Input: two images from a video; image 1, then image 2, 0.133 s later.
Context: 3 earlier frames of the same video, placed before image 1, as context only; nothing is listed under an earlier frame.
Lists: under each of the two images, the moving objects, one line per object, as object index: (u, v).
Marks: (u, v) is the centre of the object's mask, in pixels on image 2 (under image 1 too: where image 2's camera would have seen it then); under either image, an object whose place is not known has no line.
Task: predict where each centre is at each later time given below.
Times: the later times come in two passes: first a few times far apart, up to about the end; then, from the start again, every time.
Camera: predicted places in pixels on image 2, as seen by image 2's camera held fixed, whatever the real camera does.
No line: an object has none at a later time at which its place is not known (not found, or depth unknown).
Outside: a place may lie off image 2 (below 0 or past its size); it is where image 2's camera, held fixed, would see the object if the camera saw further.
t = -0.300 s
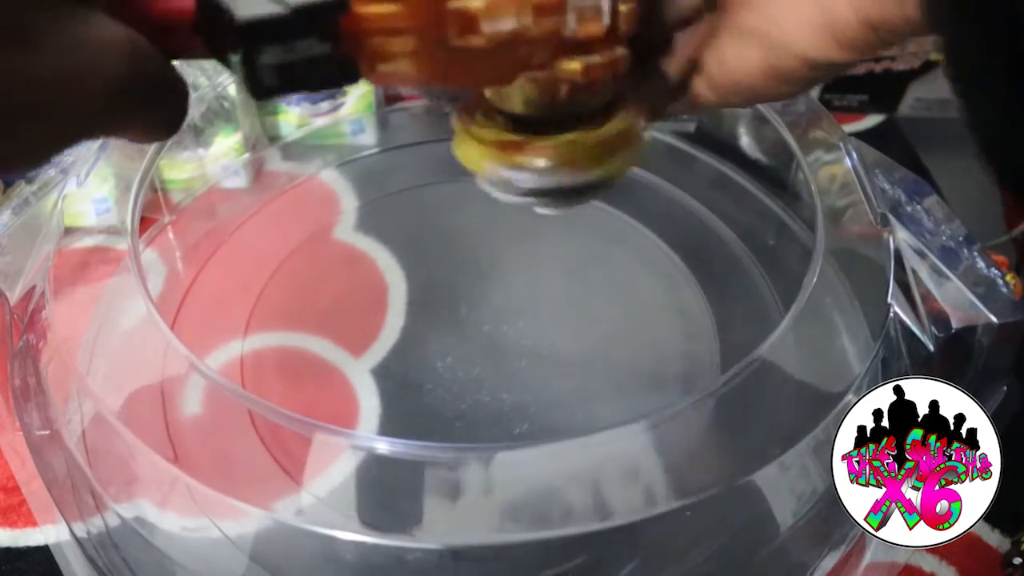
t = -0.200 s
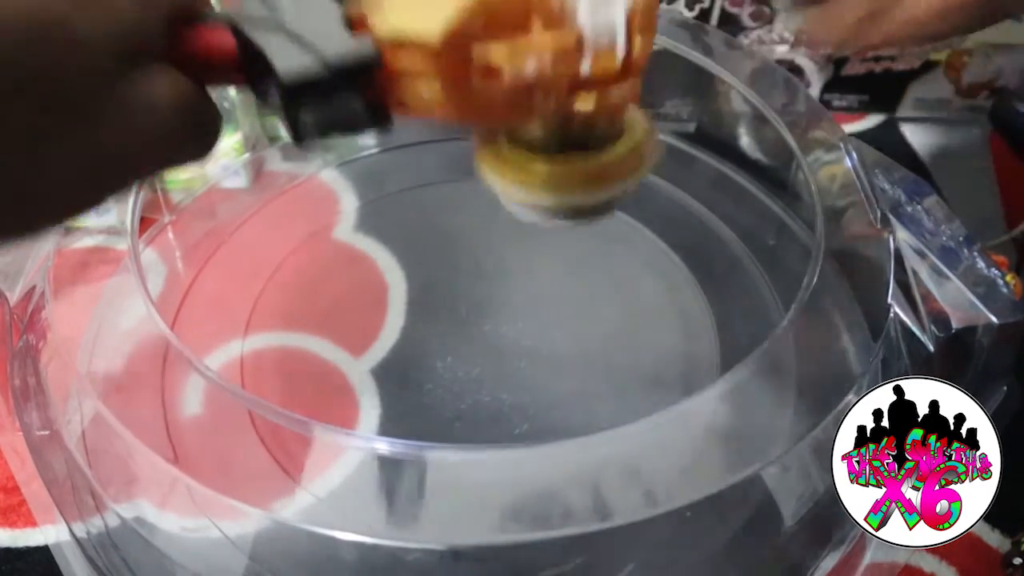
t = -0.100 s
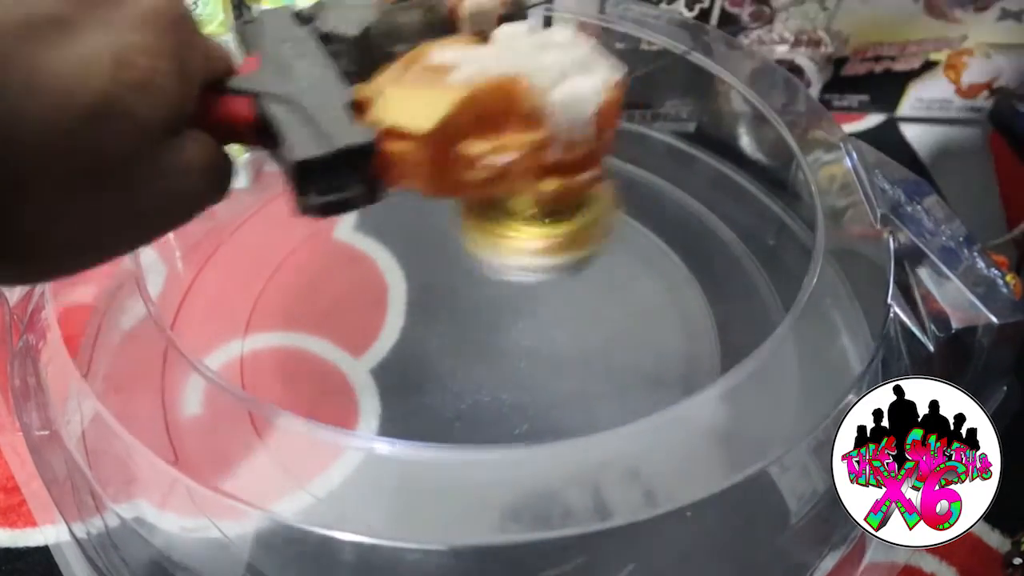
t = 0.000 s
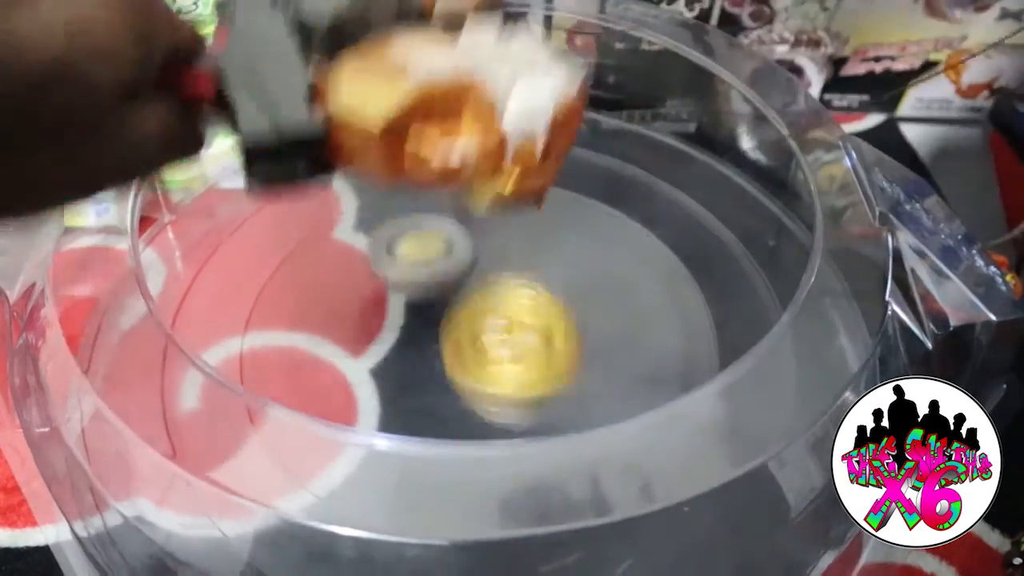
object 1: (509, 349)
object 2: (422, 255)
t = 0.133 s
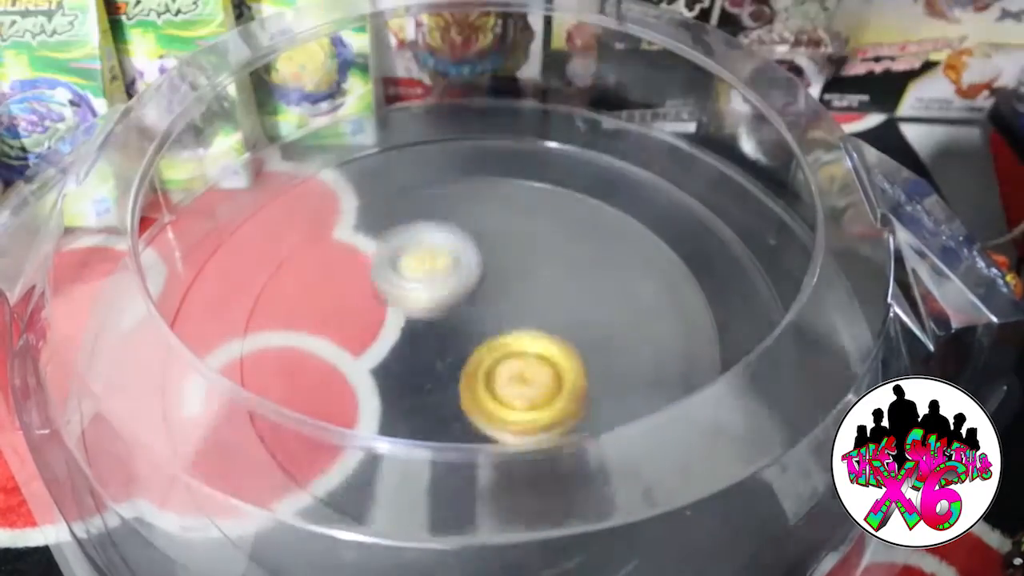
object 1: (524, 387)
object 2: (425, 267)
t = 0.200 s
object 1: (522, 381)
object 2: (434, 301)
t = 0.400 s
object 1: (598, 355)
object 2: (372, 277)
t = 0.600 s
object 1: (507, 291)
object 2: (340, 328)
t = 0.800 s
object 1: (388, 323)
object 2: (410, 426)
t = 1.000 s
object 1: (454, 349)
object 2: (594, 348)
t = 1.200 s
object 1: (493, 354)
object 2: (591, 191)
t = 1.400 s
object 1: (468, 335)
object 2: (410, 158)
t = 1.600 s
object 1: (469, 350)
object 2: (261, 263)
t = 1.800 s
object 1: (461, 331)
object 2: (368, 434)
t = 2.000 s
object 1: (453, 340)
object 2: (634, 366)
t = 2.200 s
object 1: (461, 329)
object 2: (618, 201)
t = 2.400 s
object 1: (452, 329)
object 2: (470, 132)
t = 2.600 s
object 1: (453, 325)
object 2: (422, 117)
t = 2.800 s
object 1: (457, 322)
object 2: (400, 135)
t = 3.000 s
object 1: (460, 316)
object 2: (392, 185)
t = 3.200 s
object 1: (484, 317)
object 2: (358, 349)
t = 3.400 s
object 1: (474, 297)
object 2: (562, 439)
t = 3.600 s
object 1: (480, 326)
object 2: (705, 309)
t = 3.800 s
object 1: (509, 303)
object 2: (599, 180)
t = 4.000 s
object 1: (459, 321)
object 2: (375, 194)
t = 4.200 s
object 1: (519, 351)
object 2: (250, 366)
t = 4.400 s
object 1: (511, 295)
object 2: (358, 541)
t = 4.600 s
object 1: (432, 330)
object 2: (560, 544)
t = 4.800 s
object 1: (509, 383)
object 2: (715, 488)
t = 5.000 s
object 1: (535, 302)
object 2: (724, 411)
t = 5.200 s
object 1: (422, 310)
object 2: (661, 305)
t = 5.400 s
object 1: (444, 386)
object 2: (473, 203)
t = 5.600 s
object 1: (537, 337)
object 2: (265, 257)
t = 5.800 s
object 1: (450, 284)
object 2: (195, 400)
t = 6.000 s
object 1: (407, 354)
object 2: (216, 477)
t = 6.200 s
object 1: (502, 353)
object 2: (276, 508)
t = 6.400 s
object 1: (469, 291)
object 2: (355, 499)
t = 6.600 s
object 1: (431, 326)
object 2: (543, 428)
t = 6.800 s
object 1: (470, 334)
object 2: (604, 251)
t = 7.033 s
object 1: (481, 322)
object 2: (404, 161)
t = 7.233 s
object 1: (479, 317)
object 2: (255, 218)
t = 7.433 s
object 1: (476, 319)
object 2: (230, 257)
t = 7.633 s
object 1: (475, 320)
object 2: (281, 344)
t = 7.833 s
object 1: (478, 324)
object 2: (514, 435)
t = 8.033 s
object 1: (481, 327)
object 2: (671, 291)
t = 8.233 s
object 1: (481, 328)
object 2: (570, 163)
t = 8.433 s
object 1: (481, 328)
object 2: (383, 178)
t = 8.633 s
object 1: (479, 328)
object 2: (284, 335)
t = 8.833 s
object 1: (475, 330)
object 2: (467, 483)
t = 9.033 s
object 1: (471, 332)
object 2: (696, 392)
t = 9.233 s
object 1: (467, 332)
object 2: (660, 229)
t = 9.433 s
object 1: (466, 330)
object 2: (466, 180)
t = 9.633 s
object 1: (467, 330)
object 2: (285, 279)
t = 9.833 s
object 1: (468, 330)
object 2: (307, 456)
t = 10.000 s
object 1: (470, 329)
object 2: (535, 496)
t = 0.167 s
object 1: (523, 391)
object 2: (430, 299)
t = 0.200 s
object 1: (522, 381)
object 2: (434, 301)
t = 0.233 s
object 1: (535, 379)
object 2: (430, 303)
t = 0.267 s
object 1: (559, 382)
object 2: (413, 298)
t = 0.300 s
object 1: (576, 380)
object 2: (399, 286)
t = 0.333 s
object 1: (588, 375)
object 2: (389, 283)
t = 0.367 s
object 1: (596, 366)
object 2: (380, 278)
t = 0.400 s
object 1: (598, 355)
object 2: (372, 277)
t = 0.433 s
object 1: (594, 343)
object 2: (365, 279)
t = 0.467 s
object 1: (587, 329)
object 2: (360, 284)
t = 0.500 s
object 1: (575, 317)
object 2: (355, 292)
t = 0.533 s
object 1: (558, 306)
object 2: (351, 302)
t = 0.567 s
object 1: (536, 297)
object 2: (347, 316)
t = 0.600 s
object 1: (507, 291)
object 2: (340, 328)
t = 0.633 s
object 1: (479, 290)
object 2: (336, 344)
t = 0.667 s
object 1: (453, 293)
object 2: (334, 361)
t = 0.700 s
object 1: (429, 299)
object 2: (343, 377)
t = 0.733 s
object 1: (407, 307)
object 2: (362, 387)
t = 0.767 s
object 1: (391, 316)
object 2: (385, 398)
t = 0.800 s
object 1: (388, 323)
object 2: (410, 426)
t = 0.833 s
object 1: (390, 330)
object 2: (440, 434)
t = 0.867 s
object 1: (399, 336)
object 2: (472, 432)
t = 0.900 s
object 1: (413, 341)
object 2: (506, 422)
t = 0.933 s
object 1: (430, 346)
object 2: (536, 396)
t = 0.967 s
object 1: (446, 350)
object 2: (561, 378)
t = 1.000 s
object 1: (454, 349)
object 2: (594, 348)
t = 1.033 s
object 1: (461, 347)
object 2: (614, 319)
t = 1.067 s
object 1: (469, 347)
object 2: (625, 289)
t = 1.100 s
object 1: (477, 349)
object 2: (627, 260)
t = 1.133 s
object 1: (485, 351)
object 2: (622, 235)
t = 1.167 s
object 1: (492, 353)
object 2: (610, 212)
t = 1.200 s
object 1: (493, 354)
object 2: (591, 191)
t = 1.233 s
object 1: (491, 352)
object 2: (563, 174)
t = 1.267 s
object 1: (487, 347)
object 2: (535, 162)
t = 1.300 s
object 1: (483, 342)
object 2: (504, 154)
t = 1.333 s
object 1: (479, 338)
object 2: (472, 149)
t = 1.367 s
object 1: (473, 335)
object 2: (440, 148)
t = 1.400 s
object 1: (468, 335)
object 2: (410, 158)
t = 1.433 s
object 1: (461, 338)
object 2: (380, 168)
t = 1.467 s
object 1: (457, 341)
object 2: (349, 180)
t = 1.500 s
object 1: (456, 343)
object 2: (321, 195)
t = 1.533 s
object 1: (458, 347)
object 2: (301, 213)
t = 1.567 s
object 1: (463, 350)
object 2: (277, 237)
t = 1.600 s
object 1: (469, 350)
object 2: (261, 263)
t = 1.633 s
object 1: (473, 349)
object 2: (252, 290)
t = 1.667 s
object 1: (476, 346)
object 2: (252, 322)
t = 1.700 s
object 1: (475, 342)
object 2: (269, 349)
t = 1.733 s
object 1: (472, 338)
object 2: (290, 383)
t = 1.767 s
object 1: (467, 333)
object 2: (322, 412)
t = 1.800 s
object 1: (461, 331)
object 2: (368, 434)
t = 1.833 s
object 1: (455, 330)
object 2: (421, 447)
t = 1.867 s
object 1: (451, 330)
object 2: (472, 449)
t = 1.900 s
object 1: (449, 332)
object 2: (521, 441)
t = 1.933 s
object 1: (449, 334)
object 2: (568, 420)
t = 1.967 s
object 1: (450, 337)
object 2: (608, 398)
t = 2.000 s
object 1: (453, 340)
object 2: (634, 366)
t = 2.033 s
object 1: (457, 343)
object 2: (653, 340)
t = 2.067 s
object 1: (460, 344)
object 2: (661, 307)
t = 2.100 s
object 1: (464, 341)
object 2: (659, 277)
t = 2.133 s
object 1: (465, 337)
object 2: (650, 248)
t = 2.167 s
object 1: (464, 333)
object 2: (637, 223)
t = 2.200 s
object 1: (461, 329)
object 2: (618, 201)
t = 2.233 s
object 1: (457, 326)
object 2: (598, 182)
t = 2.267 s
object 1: (453, 325)
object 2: (573, 166)
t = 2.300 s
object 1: (451, 326)
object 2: (544, 152)
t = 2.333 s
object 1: (451, 327)
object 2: (514, 145)
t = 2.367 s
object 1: (451, 328)
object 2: (490, 138)
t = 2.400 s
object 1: (452, 329)
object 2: (470, 132)
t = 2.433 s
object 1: (453, 329)
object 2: (456, 127)
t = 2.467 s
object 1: (454, 329)
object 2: (446, 123)
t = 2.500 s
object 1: (454, 328)
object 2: (440, 119)
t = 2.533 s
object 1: (454, 327)
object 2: (436, 116)
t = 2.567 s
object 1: (454, 326)
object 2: (431, 115)
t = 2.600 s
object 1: (453, 325)
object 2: (422, 117)
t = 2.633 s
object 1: (453, 324)
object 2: (413, 121)
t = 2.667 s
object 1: (454, 323)
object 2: (407, 124)
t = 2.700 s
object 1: (455, 322)
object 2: (404, 126)
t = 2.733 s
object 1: (456, 322)
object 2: (401, 129)
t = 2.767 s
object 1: (457, 322)
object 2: (400, 131)
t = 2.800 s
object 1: (457, 322)
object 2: (400, 135)
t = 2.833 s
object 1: (457, 321)
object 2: (401, 139)
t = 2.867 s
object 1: (457, 321)
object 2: (401, 143)
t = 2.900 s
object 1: (457, 319)
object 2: (402, 149)
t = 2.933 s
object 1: (456, 317)
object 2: (401, 156)
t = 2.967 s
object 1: (457, 316)
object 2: (398, 168)
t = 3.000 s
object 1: (460, 316)
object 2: (392, 185)
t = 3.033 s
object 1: (463, 316)
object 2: (384, 203)
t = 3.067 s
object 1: (466, 318)
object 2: (373, 226)
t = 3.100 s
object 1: (468, 319)
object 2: (363, 254)
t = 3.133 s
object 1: (469, 320)
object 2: (357, 285)
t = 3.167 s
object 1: (476, 319)
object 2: (352, 319)
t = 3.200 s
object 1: (484, 317)
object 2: (358, 349)
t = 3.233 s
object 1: (490, 312)
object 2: (375, 379)
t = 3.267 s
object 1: (492, 306)
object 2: (404, 396)
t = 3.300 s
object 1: (491, 302)
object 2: (436, 426)
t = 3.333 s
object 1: (487, 299)
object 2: (475, 439)
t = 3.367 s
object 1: (480, 297)
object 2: (518, 443)
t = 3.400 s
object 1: (474, 297)
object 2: (562, 439)
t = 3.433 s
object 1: (471, 300)
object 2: (603, 428)
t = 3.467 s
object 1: (468, 306)
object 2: (638, 411)
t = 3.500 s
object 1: (468, 313)
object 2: (667, 388)
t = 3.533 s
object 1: (468, 319)
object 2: (685, 362)
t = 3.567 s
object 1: (472, 323)
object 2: (696, 333)
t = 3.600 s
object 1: (480, 326)
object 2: (705, 309)
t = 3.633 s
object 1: (489, 327)
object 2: (703, 281)
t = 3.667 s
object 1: (497, 326)
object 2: (693, 255)
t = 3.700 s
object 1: (505, 322)
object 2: (677, 231)
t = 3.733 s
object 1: (511, 317)
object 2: (656, 211)
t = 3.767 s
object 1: (512, 310)
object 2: (630, 194)
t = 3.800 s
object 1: (509, 303)
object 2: (599, 180)
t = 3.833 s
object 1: (502, 297)
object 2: (564, 172)
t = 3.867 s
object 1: (491, 296)
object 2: (527, 167)
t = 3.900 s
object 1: (479, 299)
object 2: (489, 167)
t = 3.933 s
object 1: (468, 305)
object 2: (450, 172)
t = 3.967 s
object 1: (462, 312)
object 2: (411, 182)
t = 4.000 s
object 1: (459, 321)
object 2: (375, 194)
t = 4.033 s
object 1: (460, 332)
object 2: (342, 214)
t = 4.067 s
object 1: (465, 341)
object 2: (311, 239)
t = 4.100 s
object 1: (475, 349)
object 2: (284, 265)
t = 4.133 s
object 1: (488, 354)
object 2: (266, 296)
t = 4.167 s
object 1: (504, 355)
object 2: (254, 330)
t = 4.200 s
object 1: (519, 351)
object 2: (250, 366)
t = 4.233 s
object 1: (530, 343)
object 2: (251, 402)
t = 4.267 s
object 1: (539, 331)
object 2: (277, 444)
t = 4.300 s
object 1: (541, 319)
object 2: (297, 477)
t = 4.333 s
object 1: (536, 310)
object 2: (320, 512)
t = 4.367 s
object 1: (526, 302)
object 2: (340, 529)
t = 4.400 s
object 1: (511, 295)
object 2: (358, 541)
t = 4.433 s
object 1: (495, 292)
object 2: (393, 546)
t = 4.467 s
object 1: (478, 293)
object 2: (432, 545)
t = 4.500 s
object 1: (462, 298)
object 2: (470, 543)
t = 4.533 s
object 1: (449, 305)
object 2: (502, 542)
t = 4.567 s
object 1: (439, 316)
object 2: (532, 544)
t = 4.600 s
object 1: (432, 330)
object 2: (560, 544)
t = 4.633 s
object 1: (431, 344)
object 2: (592, 541)
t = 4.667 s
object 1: (435, 359)
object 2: (626, 534)
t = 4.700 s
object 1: (447, 371)
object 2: (659, 524)
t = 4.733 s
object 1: (464, 380)
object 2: (684, 512)
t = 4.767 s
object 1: (486, 385)
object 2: (704, 500)
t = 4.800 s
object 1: (509, 383)
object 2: (715, 488)
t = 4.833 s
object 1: (531, 375)
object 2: (723, 476)
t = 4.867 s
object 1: (547, 362)
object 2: (728, 466)
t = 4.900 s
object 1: (556, 346)
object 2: (730, 455)
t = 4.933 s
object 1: (557, 330)
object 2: (729, 440)
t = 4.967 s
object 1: (549, 315)
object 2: (727, 426)
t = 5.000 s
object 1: (535, 302)
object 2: (724, 411)
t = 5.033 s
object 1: (517, 293)
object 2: (719, 397)
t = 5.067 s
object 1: (496, 288)
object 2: (713, 382)
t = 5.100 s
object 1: (474, 287)
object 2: (704, 368)
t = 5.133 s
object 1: (455, 290)
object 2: (687, 343)
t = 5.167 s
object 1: (437, 298)
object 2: (678, 327)
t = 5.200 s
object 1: (422, 310)
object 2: (661, 305)
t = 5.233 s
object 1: (411, 323)
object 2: (640, 281)
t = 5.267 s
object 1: (405, 338)
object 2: (613, 259)
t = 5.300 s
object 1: (407, 353)
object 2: (583, 238)
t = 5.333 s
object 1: (416, 367)
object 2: (550, 222)
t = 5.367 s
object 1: (429, 379)
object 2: (512, 211)
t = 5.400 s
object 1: (444, 386)
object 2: (473, 203)
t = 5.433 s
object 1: (466, 388)
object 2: (433, 201)
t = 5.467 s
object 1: (491, 388)
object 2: (398, 202)
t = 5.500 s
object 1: (511, 382)
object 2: (360, 209)
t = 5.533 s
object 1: (527, 370)
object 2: (324, 221)
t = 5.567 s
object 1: (535, 355)
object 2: (292, 237)
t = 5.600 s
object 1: (537, 337)
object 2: (265, 257)
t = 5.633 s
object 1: (534, 321)
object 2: (244, 281)
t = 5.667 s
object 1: (524, 307)
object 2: (232, 308)
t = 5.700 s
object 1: (509, 296)
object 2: (232, 330)
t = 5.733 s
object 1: (490, 288)
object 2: (212, 363)
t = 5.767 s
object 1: (469, 283)
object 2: (204, 384)
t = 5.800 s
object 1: (450, 284)
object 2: (195, 400)
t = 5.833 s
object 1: (432, 288)
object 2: (188, 414)
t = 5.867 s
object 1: (415, 297)
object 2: (181, 428)
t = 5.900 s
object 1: (403, 309)
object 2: (179, 438)
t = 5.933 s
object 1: (397, 324)
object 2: (184, 450)
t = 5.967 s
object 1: (399, 338)
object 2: (197, 465)
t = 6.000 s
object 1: (407, 354)
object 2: (216, 477)
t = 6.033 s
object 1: (420, 365)
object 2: (232, 489)
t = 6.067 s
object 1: (437, 373)
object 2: (243, 496)
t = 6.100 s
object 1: (456, 375)
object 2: (251, 501)
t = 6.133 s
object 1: (475, 371)
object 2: (259, 505)
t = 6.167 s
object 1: (490, 364)
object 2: (267, 507)
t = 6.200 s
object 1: (502, 353)
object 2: (276, 508)
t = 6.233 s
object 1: (508, 340)
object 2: (287, 508)
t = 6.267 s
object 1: (509, 327)
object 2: (299, 508)
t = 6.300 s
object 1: (504, 314)
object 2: (312, 507)
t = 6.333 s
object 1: (496, 303)
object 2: (326, 505)
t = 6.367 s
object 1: (483, 295)
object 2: (340, 502)
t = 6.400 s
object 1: (469, 291)
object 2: (355, 499)
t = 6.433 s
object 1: (454, 291)
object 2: (376, 493)
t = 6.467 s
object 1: (441, 295)
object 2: (403, 485)
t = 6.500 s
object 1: (431, 303)
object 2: (434, 475)
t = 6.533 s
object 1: (427, 311)
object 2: (471, 463)
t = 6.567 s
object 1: (427, 320)
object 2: (506, 448)
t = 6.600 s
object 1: (431, 326)
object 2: (543, 428)
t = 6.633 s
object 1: (439, 331)
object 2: (572, 393)
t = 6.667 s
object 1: (446, 334)
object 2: (599, 373)
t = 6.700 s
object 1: (453, 335)
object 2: (615, 344)
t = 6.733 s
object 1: (459, 336)
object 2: (621, 312)
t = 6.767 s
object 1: (465, 336)
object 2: (616, 280)
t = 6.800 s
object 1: (470, 334)
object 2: (604, 251)
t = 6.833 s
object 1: (473, 332)
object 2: (585, 226)
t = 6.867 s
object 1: (476, 331)
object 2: (561, 204)
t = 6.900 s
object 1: (478, 329)
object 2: (533, 186)
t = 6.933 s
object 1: (480, 327)
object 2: (502, 173)
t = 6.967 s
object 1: (481, 325)
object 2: (470, 165)
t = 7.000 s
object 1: (481, 323)
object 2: (436, 161)
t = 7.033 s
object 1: (481, 322)
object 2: (404, 161)
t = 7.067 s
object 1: (481, 320)
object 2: (372, 166)
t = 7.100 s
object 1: (480, 319)
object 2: (342, 177)
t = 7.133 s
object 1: (480, 318)
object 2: (311, 189)
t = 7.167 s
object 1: (480, 317)
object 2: (291, 200)
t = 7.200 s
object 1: (479, 317)
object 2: (269, 211)
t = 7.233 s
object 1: (479, 317)
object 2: (255, 218)
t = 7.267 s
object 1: (479, 317)
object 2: (246, 225)
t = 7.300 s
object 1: (478, 318)
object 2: (239, 231)
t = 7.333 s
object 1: (478, 318)
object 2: (234, 237)
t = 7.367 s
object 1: (477, 318)
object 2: (231, 244)
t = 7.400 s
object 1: (476, 319)
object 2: (229, 250)
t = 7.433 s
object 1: (476, 319)
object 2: (230, 257)
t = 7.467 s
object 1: (475, 319)
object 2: (232, 265)
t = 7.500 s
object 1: (475, 320)
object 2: (236, 274)
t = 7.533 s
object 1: (475, 320)
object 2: (240, 284)
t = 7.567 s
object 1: (475, 320)
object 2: (250, 301)
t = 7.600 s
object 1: (475, 320)
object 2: (263, 321)
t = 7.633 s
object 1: (475, 320)
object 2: (281, 344)
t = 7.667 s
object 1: (476, 321)
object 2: (306, 365)
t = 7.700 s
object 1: (476, 321)
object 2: (340, 384)
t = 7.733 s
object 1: (477, 322)
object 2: (374, 414)
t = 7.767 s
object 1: (477, 322)
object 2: (419, 430)
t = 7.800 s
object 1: (478, 323)
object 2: (465, 437)
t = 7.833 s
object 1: (478, 324)
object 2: (514, 435)
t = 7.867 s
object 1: (479, 324)
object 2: (559, 422)
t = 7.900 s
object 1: (479, 325)
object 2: (599, 402)
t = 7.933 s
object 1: (480, 325)
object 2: (629, 372)
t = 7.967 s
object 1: (480, 326)
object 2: (652, 350)
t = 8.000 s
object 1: (481, 326)
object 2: (666, 321)
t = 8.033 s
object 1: (481, 327)
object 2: (671, 291)
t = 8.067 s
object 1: (481, 327)
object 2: (667, 263)
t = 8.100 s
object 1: (481, 328)
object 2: (656, 236)
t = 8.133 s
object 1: (481, 328)
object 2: (641, 213)
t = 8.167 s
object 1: (481, 328)
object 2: (621, 193)
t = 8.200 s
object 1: (481, 328)
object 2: (598, 177)
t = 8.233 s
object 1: (481, 328)
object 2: (570, 163)
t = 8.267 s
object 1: (481, 328)
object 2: (541, 155)
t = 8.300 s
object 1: (481, 328)
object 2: (509, 154)
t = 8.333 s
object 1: (481, 328)
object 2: (478, 154)
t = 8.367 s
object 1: (481, 328)
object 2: (446, 157)
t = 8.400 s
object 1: (481, 328)
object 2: (414, 166)
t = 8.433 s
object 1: (481, 328)
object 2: (383, 178)
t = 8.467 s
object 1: (480, 328)
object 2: (355, 194)
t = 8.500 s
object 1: (480, 328)
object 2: (329, 214)
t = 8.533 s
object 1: (480, 328)
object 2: (308, 240)
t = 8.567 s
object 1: (480, 328)
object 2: (293, 268)
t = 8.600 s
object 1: (479, 328)
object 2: (284, 300)
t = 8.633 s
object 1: (479, 328)
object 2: (284, 335)
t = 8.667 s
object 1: (478, 329)
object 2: (297, 362)
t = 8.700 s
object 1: (478, 329)
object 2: (315, 399)
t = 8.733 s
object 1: (478, 329)
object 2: (340, 429)
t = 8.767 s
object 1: (477, 329)
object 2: (378, 456)
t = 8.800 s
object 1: (476, 330)
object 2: (423, 476)
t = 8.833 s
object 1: (475, 330)
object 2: (467, 483)
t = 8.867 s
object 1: (474, 330)
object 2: (518, 487)
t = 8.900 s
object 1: (474, 331)
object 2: (569, 481)
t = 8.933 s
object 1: (473, 331)
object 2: (615, 467)
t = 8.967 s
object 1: (473, 332)
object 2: (653, 446)
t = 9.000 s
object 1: (472, 332)
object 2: (681, 421)
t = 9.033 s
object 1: (471, 332)
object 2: (696, 392)
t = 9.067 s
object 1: (470, 332)
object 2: (707, 361)
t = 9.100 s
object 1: (469, 332)
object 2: (706, 327)
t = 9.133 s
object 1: (468, 332)
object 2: (708, 303)
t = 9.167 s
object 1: (468, 332)
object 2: (697, 275)
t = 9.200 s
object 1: (467, 332)
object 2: (681, 250)
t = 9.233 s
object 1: (467, 332)
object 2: (660, 229)
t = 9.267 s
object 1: (467, 331)
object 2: (634, 210)
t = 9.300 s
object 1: (467, 331)
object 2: (606, 197)
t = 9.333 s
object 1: (466, 331)
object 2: (574, 186)
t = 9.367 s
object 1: (466, 330)
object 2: (540, 180)
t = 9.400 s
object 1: (466, 330)
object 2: (503, 178)
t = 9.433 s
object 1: (466, 330)
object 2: (466, 180)
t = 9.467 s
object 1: (466, 330)
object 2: (430, 186)
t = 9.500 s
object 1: (466, 330)
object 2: (397, 196)
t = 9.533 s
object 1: (466, 330)
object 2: (363, 210)
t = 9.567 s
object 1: (466, 330)
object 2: (334, 230)
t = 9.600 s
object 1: (467, 330)
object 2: (307, 253)
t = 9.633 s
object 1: (467, 330)
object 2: (285, 279)
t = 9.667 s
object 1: (467, 330)
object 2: (270, 308)
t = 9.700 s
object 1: (468, 330)
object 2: (264, 337)
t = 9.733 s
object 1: (468, 330)
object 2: (270, 359)
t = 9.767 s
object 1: (468, 330)
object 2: (284, 378)
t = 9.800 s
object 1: (468, 330)
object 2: (284, 431)
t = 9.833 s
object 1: (468, 330)
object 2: (307, 456)
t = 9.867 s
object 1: (468, 330)
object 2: (349, 479)
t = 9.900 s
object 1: (469, 330)
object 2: (394, 494)
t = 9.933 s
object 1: (469, 329)
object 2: (440, 502)
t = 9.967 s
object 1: (470, 329)
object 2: (486, 502)
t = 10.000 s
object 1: (470, 329)
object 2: (535, 496)
